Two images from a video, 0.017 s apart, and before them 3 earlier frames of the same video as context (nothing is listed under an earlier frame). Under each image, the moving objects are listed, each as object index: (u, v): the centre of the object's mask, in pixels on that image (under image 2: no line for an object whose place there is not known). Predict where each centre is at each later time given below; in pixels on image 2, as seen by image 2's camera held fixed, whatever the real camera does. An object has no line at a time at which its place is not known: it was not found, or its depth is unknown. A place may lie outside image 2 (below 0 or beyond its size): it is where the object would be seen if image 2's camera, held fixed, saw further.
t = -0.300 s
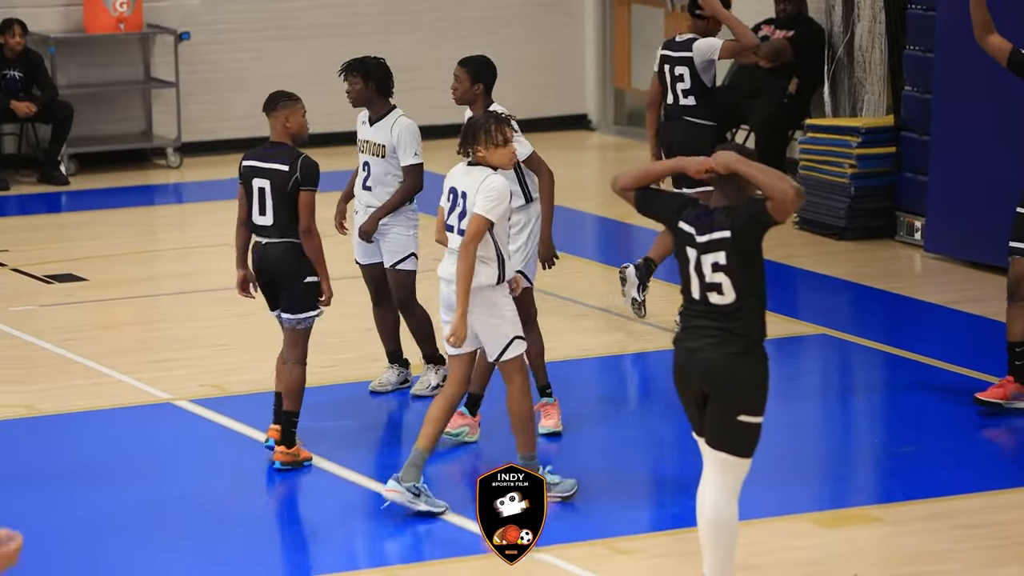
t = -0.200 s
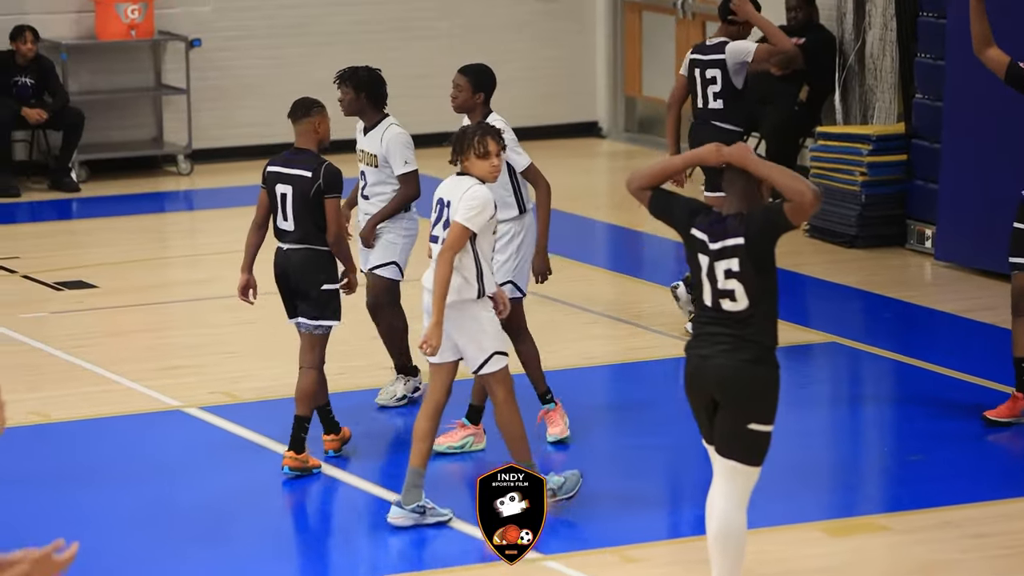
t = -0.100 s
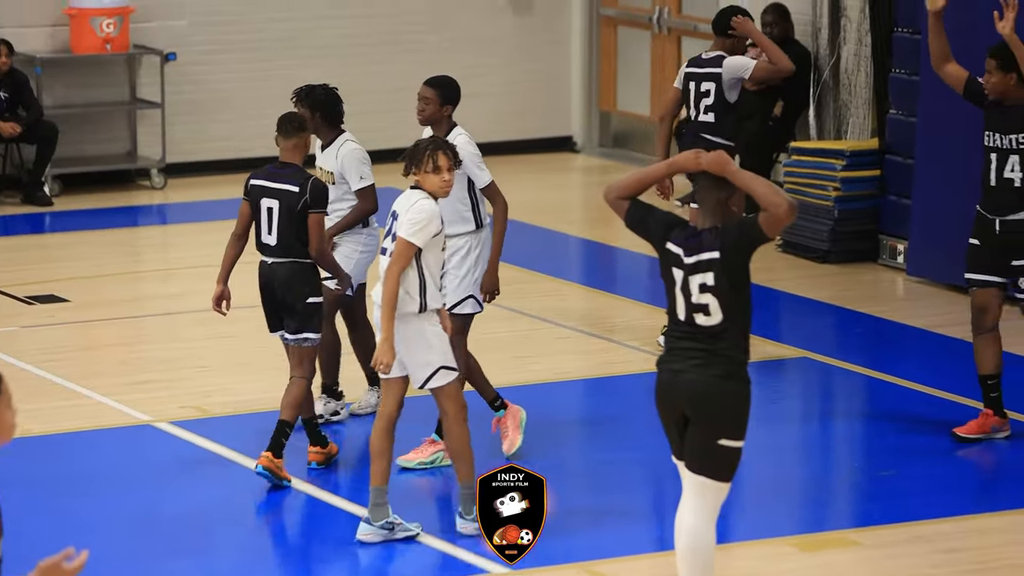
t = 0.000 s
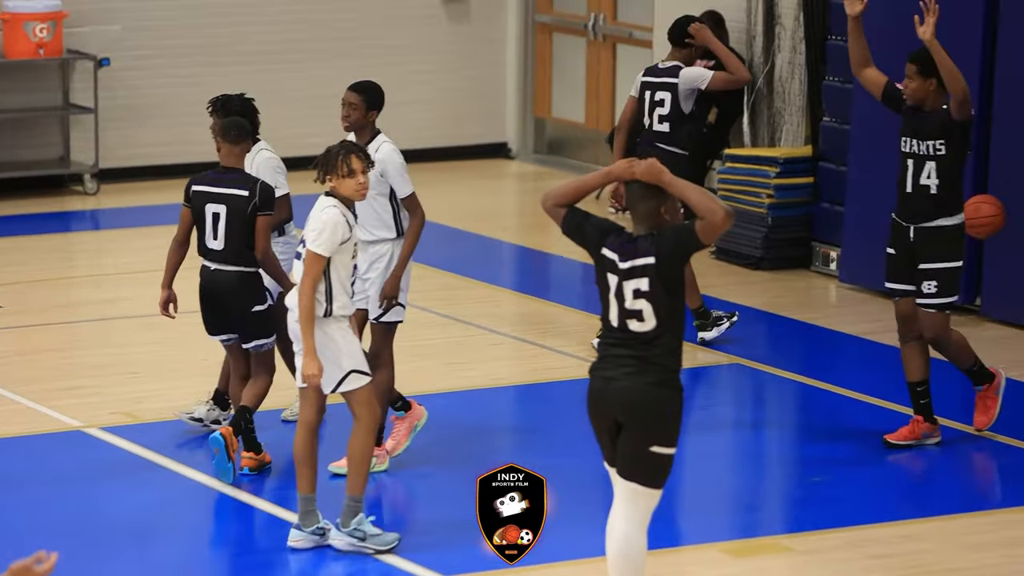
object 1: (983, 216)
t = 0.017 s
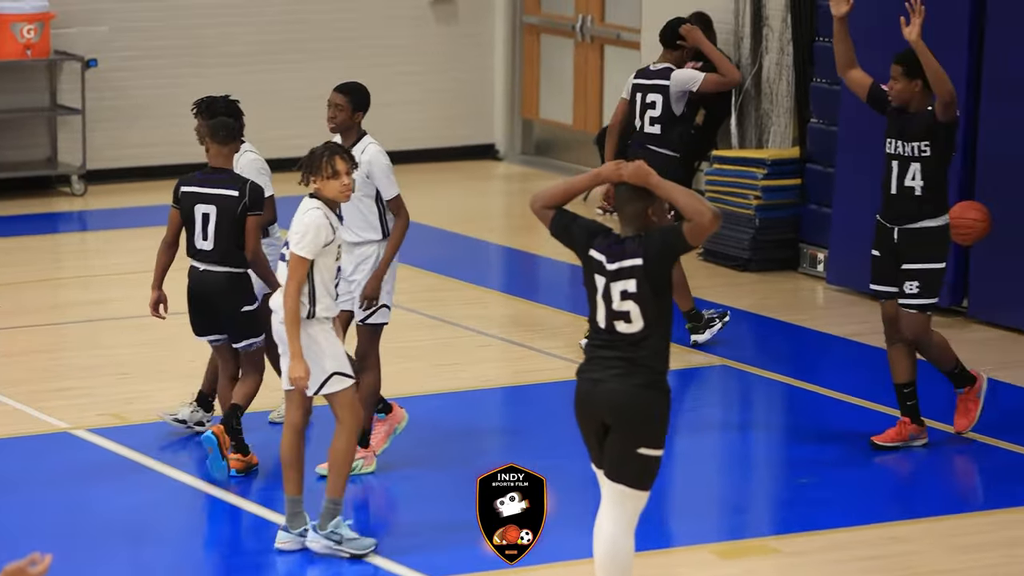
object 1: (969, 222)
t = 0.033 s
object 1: (966, 227)
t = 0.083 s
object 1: (961, 246)
